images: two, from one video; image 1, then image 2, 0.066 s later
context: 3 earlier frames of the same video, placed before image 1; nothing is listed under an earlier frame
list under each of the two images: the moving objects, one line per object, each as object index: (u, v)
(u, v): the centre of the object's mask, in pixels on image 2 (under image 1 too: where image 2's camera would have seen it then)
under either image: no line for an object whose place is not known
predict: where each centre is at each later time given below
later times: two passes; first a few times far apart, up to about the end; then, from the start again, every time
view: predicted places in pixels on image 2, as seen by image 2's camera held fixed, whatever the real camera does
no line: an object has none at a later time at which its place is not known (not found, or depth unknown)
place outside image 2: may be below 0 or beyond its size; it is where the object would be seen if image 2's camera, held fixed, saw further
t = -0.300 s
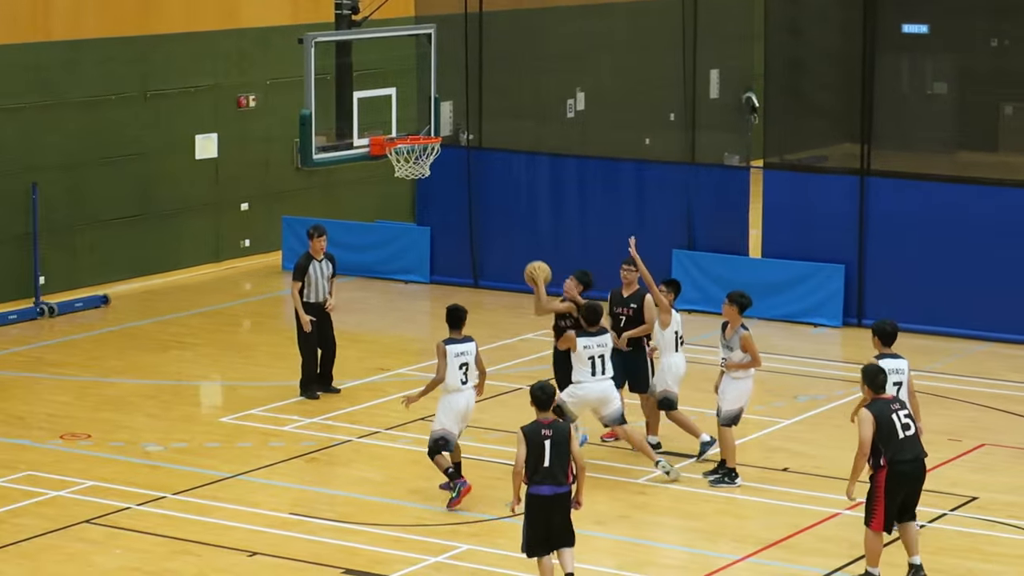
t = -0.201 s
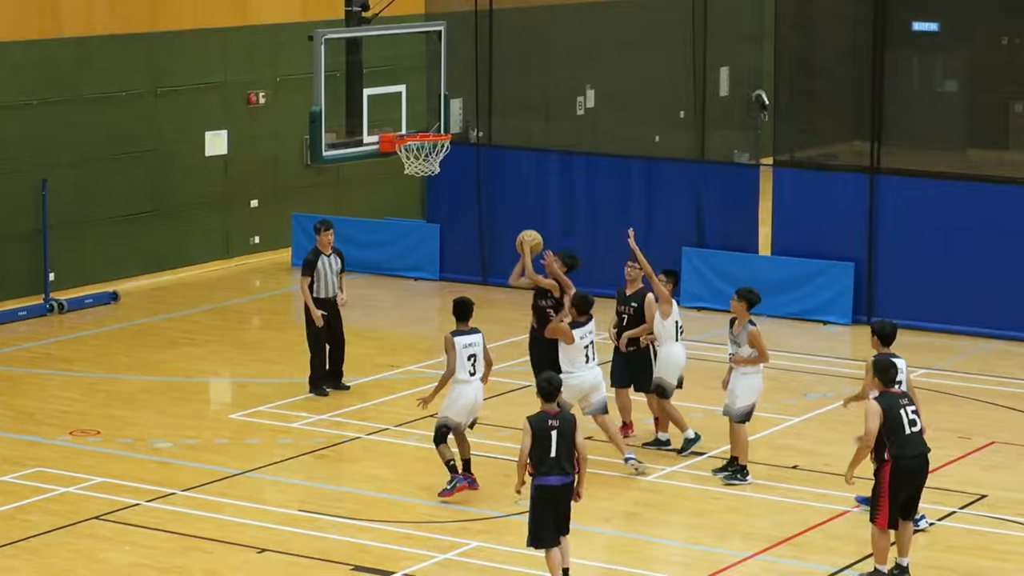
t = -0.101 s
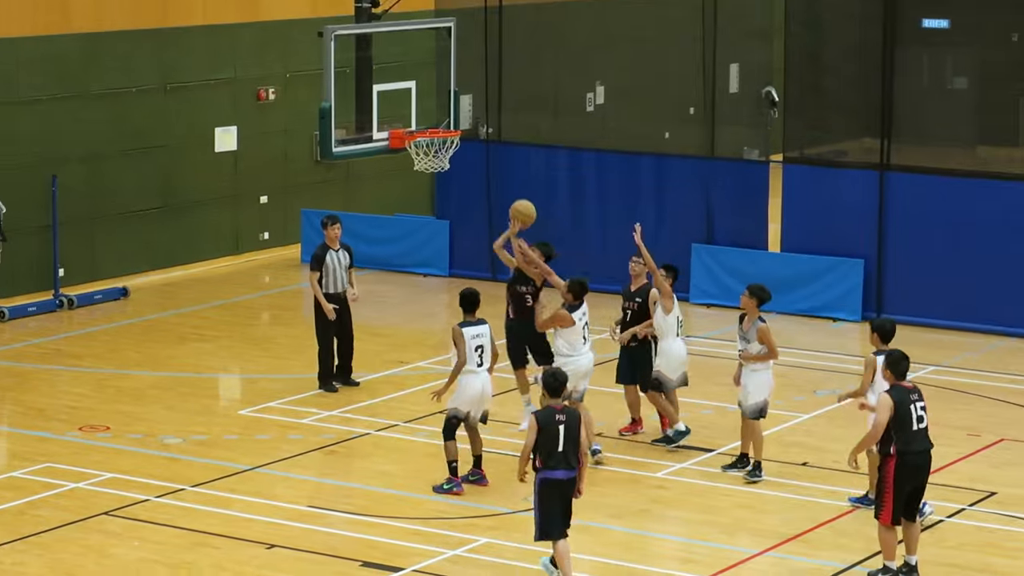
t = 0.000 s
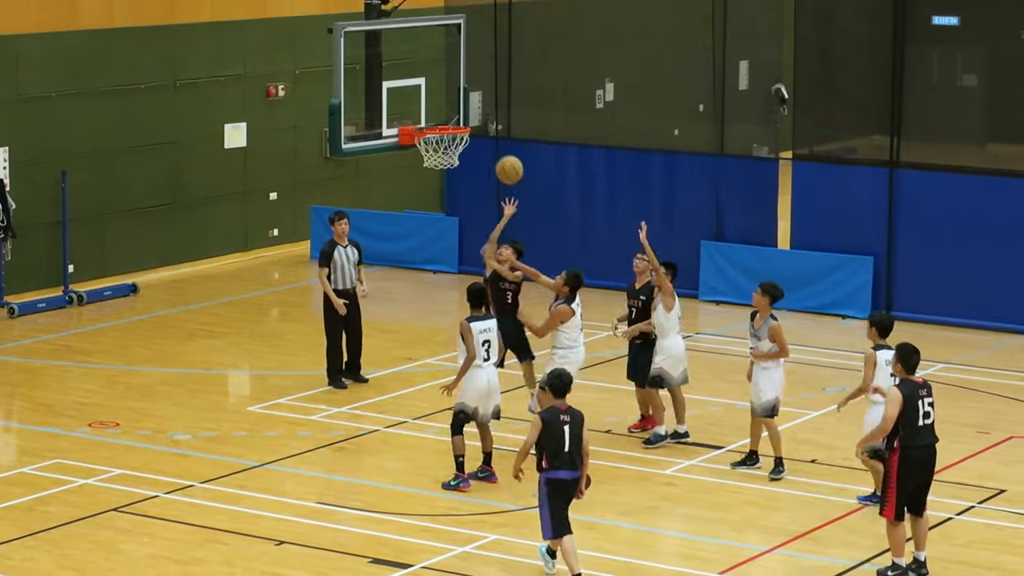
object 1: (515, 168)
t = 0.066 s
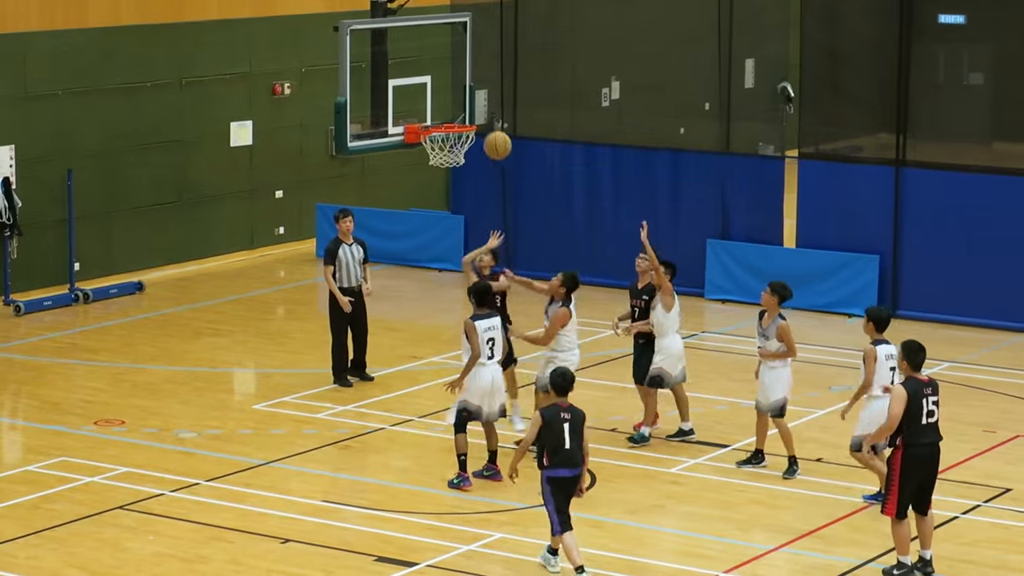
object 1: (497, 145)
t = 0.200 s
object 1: (462, 112)
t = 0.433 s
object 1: (445, 111)
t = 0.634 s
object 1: (444, 137)
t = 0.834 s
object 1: (451, 169)
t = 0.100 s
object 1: (489, 135)
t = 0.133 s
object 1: (482, 126)
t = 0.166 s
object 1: (471, 117)
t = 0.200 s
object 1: (462, 112)
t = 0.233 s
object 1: (453, 109)
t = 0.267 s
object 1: (445, 105)
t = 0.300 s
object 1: (445, 105)
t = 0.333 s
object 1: (445, 105)
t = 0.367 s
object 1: (445, 107)
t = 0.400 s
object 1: (445, 110)
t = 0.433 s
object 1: (445, 111)
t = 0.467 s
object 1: (445, 112)
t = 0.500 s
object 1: (444, 114)
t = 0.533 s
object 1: (443, 117)
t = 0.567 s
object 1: (443, 120)
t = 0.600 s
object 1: (442, 123)
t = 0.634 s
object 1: (444, 137)
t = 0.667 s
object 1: (442, 147)
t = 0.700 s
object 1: (443, 154)
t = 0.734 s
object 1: (444, 157)
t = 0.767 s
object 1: (446, 160)
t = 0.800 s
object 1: (449, 164)
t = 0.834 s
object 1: (451, 169)
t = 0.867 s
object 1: (453, 176)
